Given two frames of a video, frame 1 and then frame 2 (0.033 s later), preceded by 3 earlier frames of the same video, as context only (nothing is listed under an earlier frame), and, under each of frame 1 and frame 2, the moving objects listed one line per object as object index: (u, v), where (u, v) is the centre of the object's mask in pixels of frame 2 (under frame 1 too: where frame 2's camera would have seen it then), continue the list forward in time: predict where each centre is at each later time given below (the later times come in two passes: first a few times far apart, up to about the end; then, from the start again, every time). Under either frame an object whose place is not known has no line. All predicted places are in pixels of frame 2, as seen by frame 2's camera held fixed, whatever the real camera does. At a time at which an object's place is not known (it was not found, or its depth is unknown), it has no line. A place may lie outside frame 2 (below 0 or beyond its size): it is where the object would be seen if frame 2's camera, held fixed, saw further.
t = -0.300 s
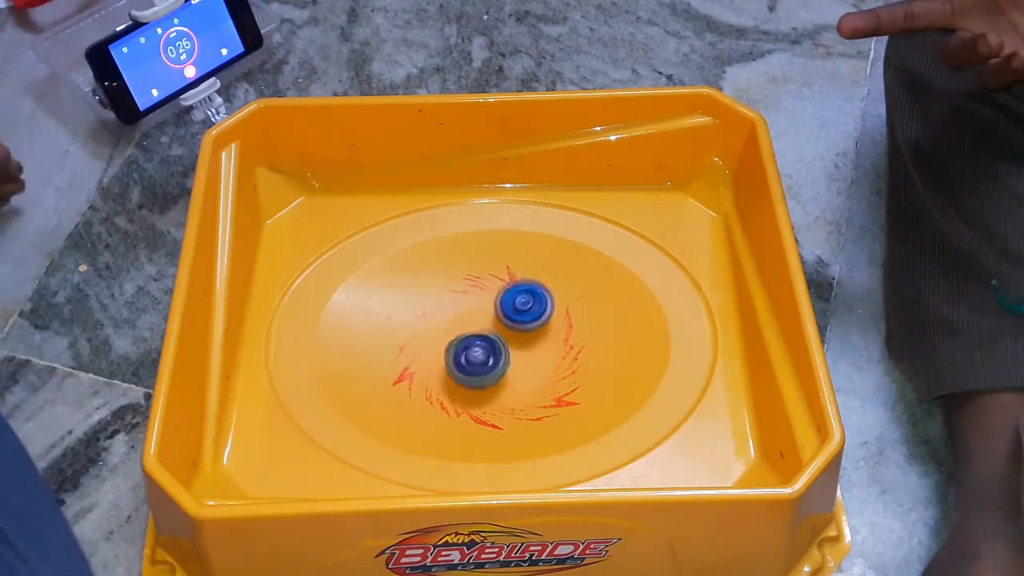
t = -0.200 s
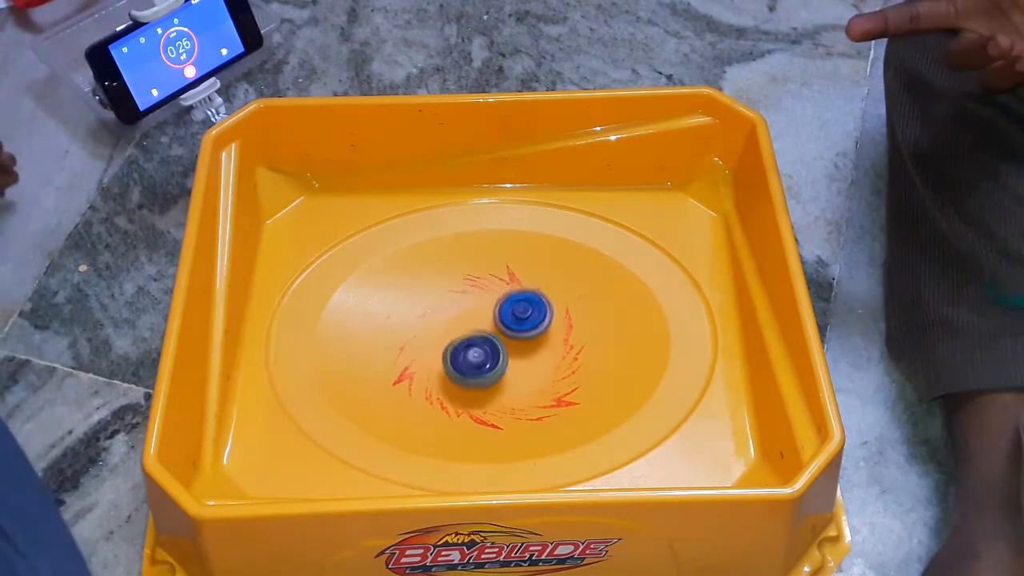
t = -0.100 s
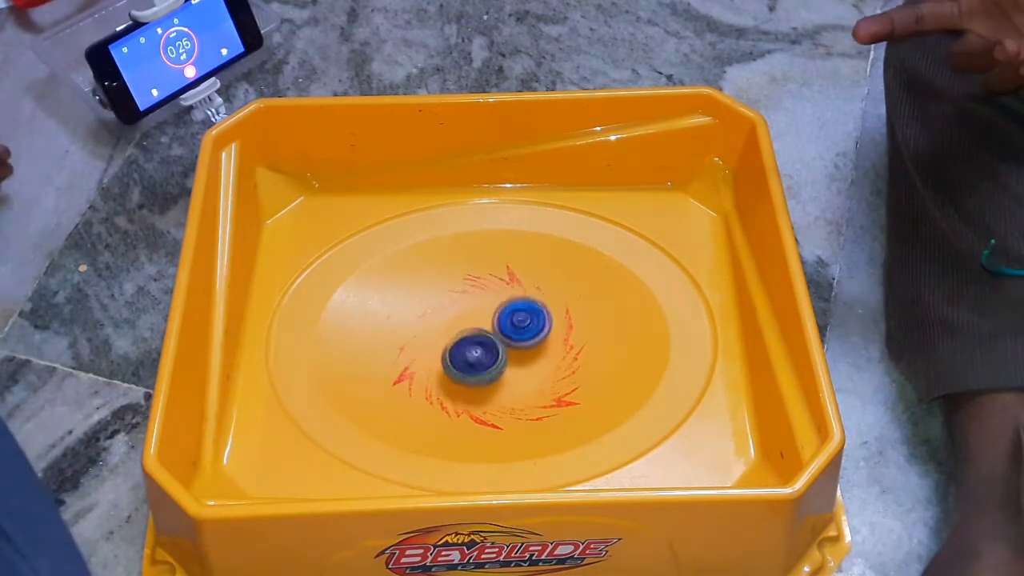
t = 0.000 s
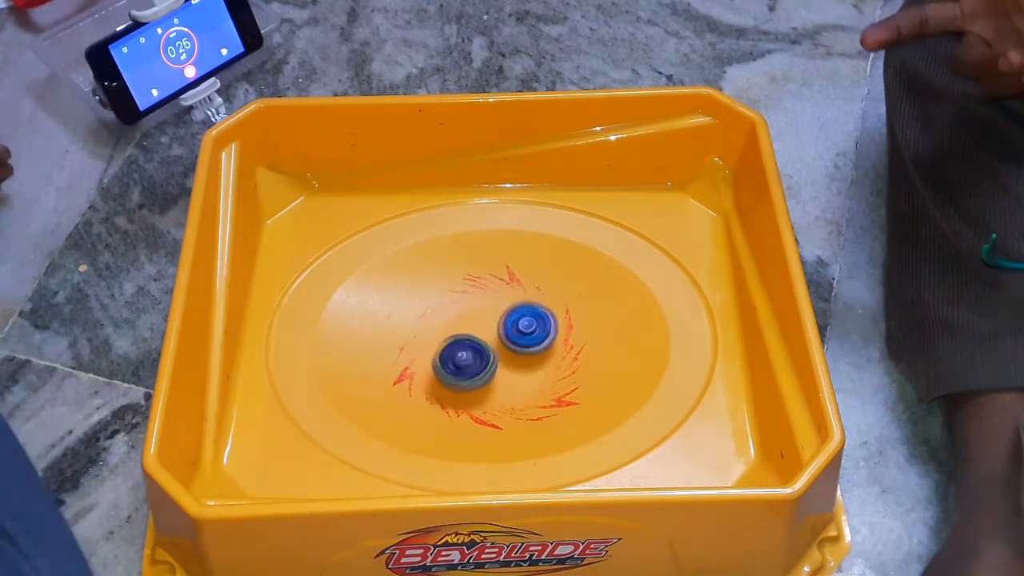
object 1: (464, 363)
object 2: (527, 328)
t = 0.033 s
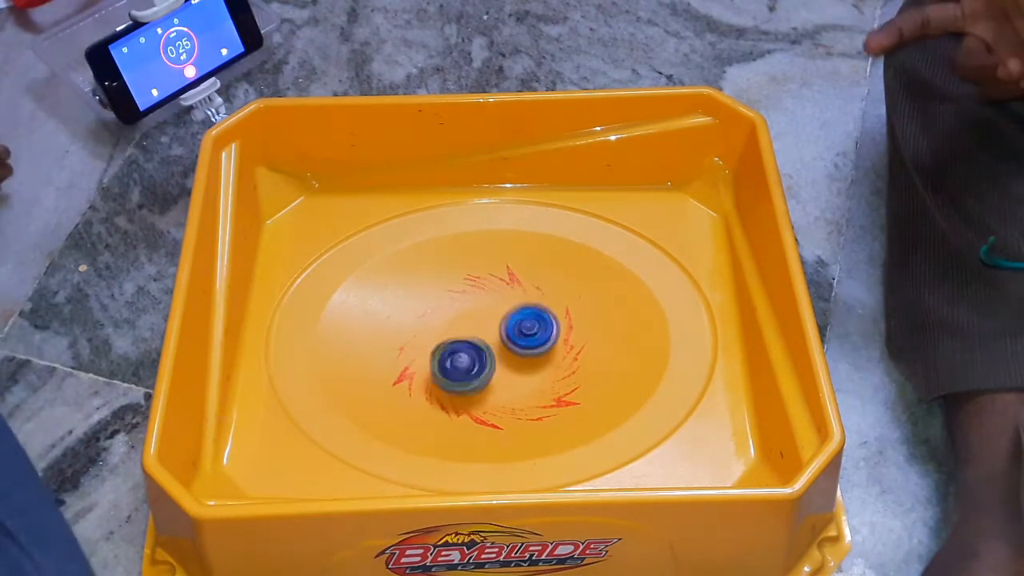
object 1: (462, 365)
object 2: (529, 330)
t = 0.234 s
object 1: (457, 374)
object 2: (539, 338)
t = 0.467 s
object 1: (469, 371)
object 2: (543, 343)
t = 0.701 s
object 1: (477, 355)
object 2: (544, 344)
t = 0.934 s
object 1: (480, 344)
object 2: (546, 339)
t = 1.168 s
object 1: (482, 339)
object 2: (548, 332)
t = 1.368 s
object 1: (480, 325)
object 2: (549, 332)
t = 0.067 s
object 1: (460, 366)
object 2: (531, 331)
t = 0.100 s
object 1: (459, 368)
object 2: (533, 333)
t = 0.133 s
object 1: (459, 369)
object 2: (534, 335)
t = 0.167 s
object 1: (457, 371)
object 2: (536, 336)
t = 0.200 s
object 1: (457, 373)
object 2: (537, 337)
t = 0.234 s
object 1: (457, 374)
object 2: (539, 338)
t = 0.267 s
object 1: (458, 375)
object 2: (540, 339)
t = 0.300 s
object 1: (460, 375)
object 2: (541, 340)
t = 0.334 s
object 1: (461, 375)
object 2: (542, 341)
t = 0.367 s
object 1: (463, 375)
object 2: (542, 342)
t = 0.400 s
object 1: (465, 374)
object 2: (543, 342)
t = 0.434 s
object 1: (467, 372)
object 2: (543, 343)
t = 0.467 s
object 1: (469, 371)
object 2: (543, 343)
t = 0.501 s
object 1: (471, 369)
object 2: (543, 344)
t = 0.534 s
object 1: (472, 368)
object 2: (543, 344)
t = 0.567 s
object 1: (475, 365)
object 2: (542, 344)
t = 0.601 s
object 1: (477, 362)
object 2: (541, 345)
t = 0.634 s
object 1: (478, 360)
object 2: (541, 345)
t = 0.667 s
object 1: (476, 358)
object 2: (543, 345)
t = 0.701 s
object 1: (477, 355)
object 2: (544, 344)
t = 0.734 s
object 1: (478, 354)
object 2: (545, 343)
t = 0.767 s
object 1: (480, 353)
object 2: (546, 343)
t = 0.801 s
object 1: (480, 353)
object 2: (546, 342)
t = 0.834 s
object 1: (480, 352)
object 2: (545, 341)
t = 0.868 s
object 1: (481, 351)
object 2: (544, 340)
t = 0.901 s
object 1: (479, 348)
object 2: (546, 340)
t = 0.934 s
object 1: (480, 344)
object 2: (546, 339)
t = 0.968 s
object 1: (481, 343)
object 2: (546, 339)
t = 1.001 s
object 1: (481, 342)
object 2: (549, 339)
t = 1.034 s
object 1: (482, 342)
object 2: (550, 338)
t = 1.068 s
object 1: (482, 341)
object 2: (551, 337)
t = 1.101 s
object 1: (483, 341)
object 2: (551, 335)
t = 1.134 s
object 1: (483, 341)
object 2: (549, 333)
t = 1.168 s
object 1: (482, 339)
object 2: (548, 332)
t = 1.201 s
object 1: (482, 337)
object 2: (547, 333)
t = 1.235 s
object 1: (479, 334)
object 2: (549, 334)
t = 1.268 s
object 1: (477, 330)
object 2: (550, 334)
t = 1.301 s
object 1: (478, 328)
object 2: (550, 333)
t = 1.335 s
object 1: (480, 326)
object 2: (550, 332)
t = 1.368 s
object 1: (480, 325)
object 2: (549, 332)
